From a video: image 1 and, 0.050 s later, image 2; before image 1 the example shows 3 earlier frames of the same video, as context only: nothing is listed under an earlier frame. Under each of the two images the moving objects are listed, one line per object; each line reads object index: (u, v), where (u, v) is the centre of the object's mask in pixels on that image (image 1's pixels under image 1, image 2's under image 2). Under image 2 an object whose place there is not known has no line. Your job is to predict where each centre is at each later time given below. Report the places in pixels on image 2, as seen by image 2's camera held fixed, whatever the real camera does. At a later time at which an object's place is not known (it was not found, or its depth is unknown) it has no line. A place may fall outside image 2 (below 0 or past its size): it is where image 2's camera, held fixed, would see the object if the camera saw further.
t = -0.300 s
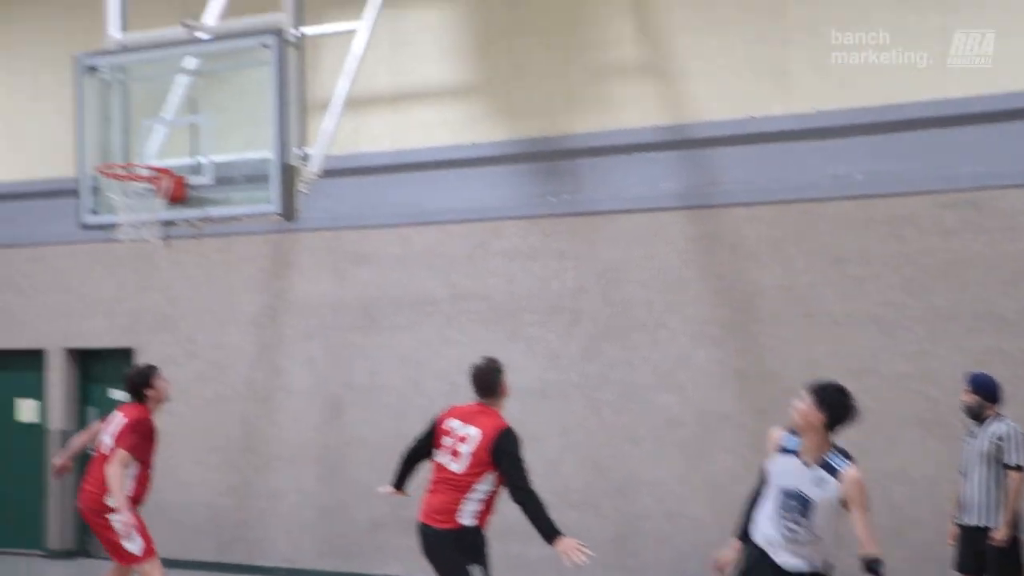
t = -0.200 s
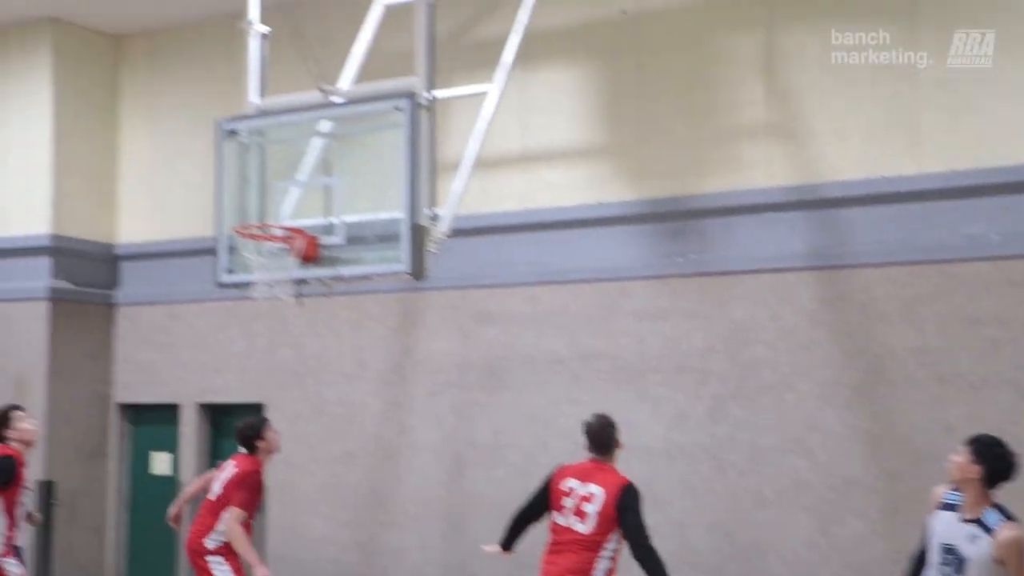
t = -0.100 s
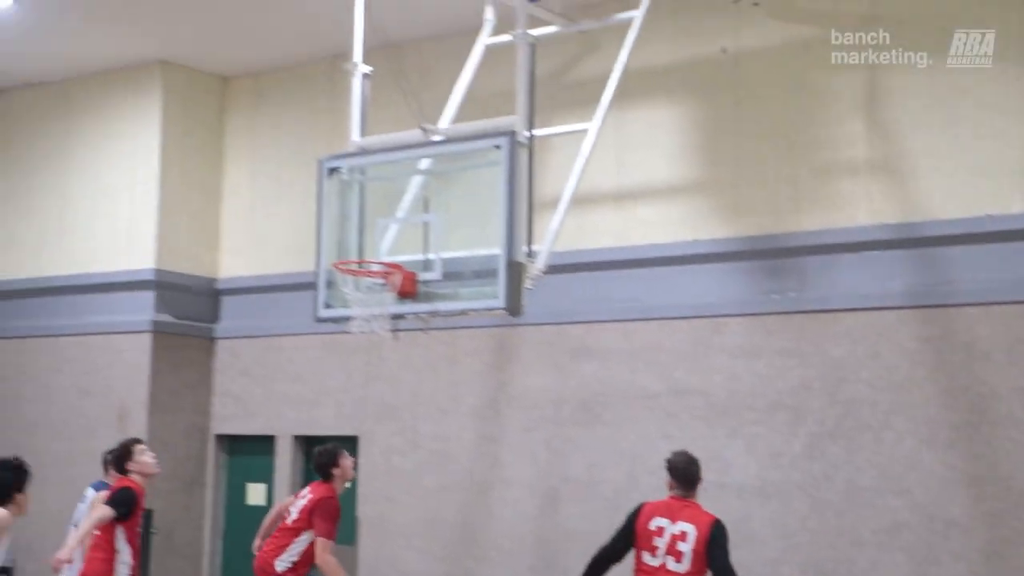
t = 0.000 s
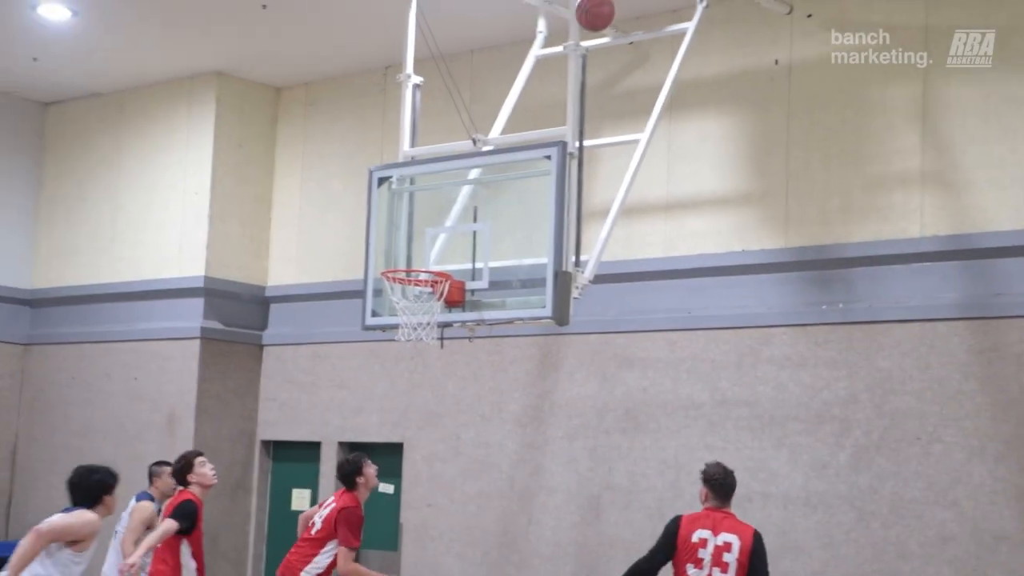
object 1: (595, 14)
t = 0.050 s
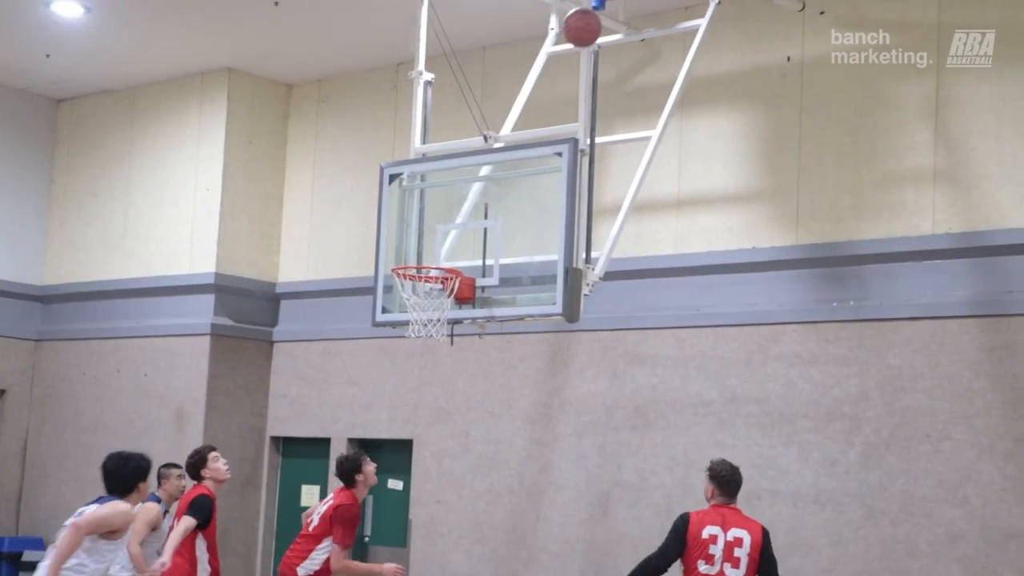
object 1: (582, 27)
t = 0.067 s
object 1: (574, 34)
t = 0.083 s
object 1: (566, 42)
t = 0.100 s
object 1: (558, 50)
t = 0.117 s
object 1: (550, 59)
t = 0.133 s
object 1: (542, 68)
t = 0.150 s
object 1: (534, 76)
